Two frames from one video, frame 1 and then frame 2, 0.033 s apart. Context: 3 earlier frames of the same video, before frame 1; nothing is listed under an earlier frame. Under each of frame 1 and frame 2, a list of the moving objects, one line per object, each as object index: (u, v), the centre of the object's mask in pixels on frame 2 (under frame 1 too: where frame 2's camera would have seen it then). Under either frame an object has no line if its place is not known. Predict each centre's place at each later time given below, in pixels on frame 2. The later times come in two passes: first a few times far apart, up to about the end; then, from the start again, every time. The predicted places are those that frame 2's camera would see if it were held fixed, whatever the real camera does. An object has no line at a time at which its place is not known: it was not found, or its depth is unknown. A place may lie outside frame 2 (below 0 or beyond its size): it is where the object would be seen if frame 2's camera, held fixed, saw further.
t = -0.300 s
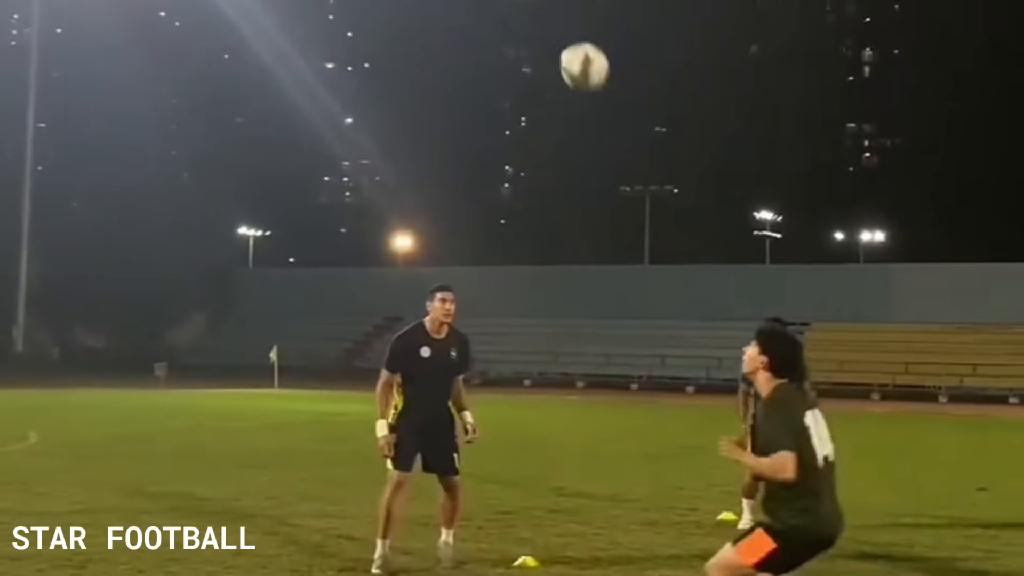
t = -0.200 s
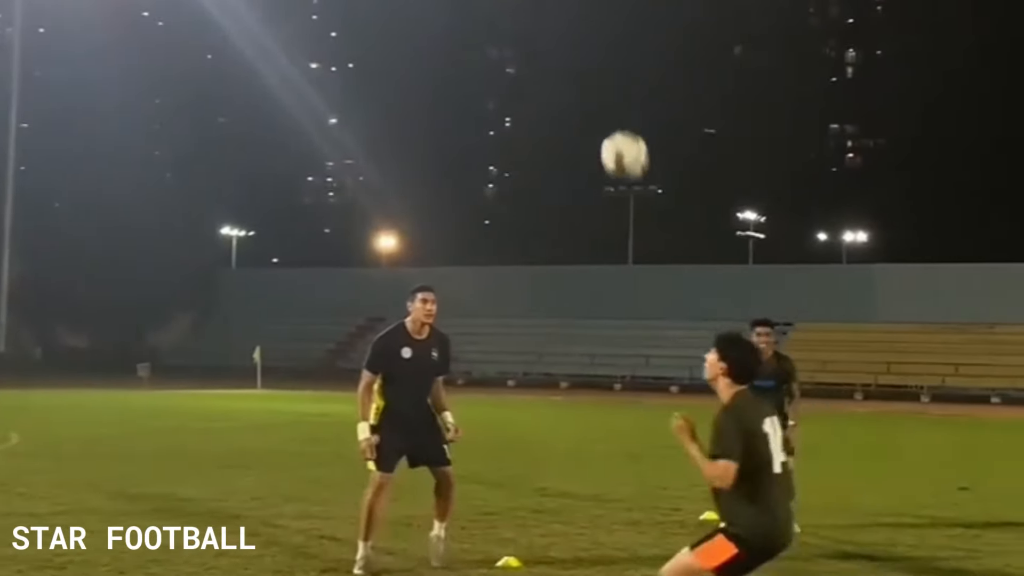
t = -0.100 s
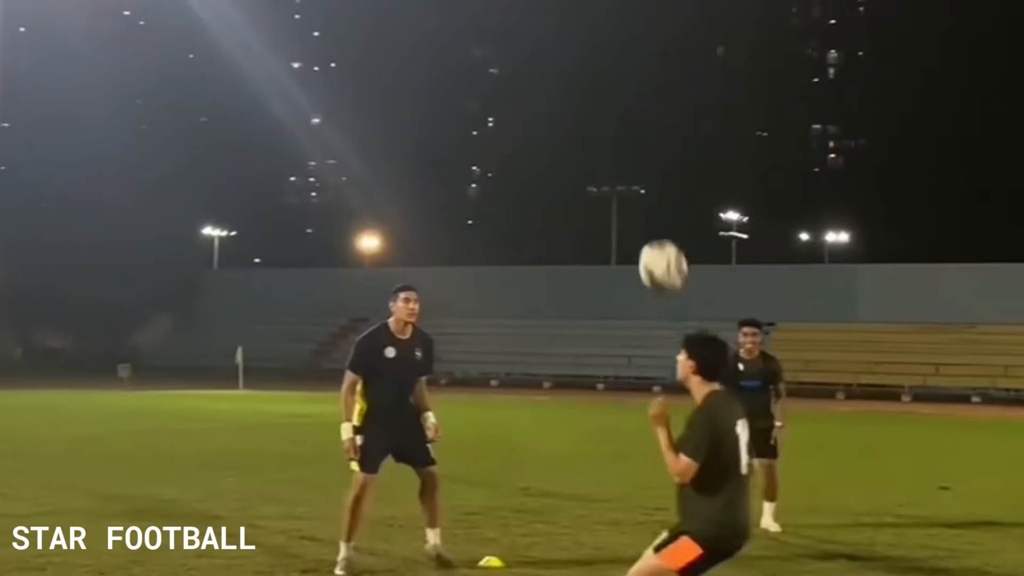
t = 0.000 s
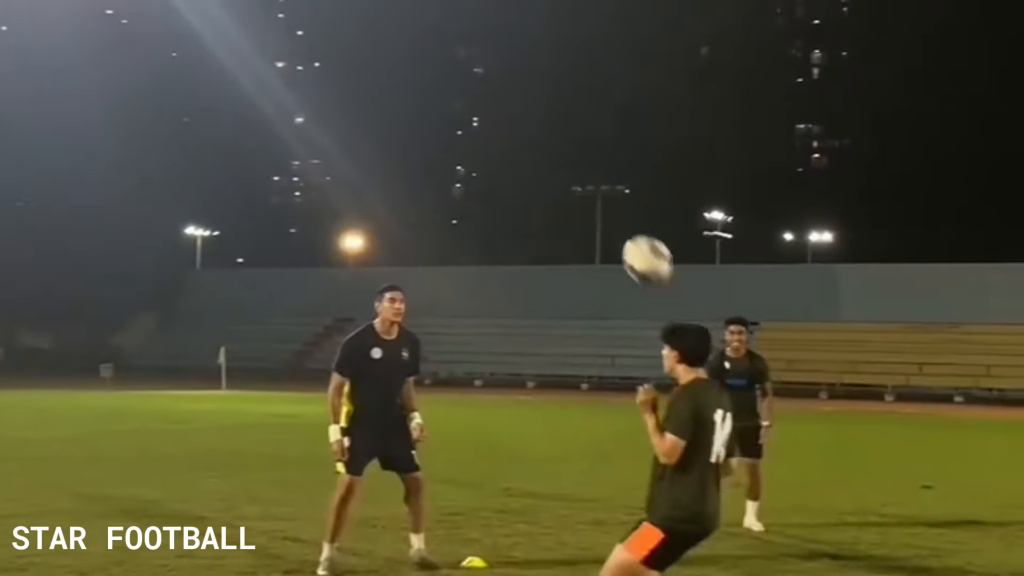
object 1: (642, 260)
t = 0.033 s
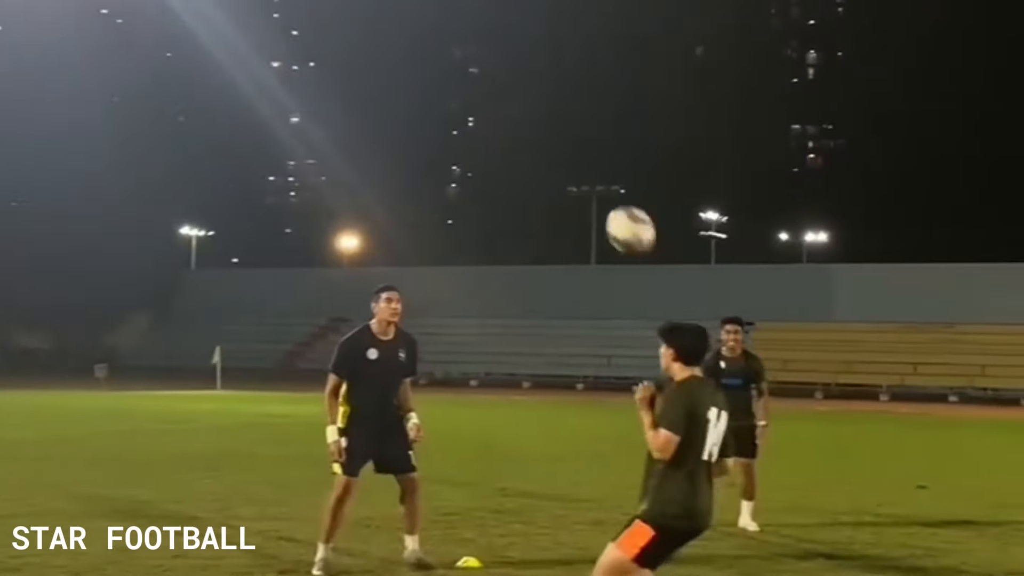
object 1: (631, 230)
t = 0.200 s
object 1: (574, 125)
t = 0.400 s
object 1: (515, 80)
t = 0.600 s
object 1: (462, 106)
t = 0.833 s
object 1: (408, 207)
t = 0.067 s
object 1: (619, 204)
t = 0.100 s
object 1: (608, 180)
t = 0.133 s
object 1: (594, 158)
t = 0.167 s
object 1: (587, 141)
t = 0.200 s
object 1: (574, 125)
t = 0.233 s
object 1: (563, 111)
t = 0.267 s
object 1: (553, 101)
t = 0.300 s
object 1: (543, 92)
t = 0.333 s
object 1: (532, 86)
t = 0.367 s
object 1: (525, 83)
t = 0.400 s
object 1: (515, 80)
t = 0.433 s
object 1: (506, 80)
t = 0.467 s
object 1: (496, 82)
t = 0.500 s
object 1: (488, 85)
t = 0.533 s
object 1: (478, 90)
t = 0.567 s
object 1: (469, 97)
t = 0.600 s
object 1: (462, 106)
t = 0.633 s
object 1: (454, 116)
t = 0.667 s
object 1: (446, 128)
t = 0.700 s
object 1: (438, 141)
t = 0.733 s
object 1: (431, 155)
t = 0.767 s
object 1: (424, 171)
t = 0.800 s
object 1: (417, 188)
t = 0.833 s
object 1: (408, 207)
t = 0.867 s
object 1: (403, 226)
